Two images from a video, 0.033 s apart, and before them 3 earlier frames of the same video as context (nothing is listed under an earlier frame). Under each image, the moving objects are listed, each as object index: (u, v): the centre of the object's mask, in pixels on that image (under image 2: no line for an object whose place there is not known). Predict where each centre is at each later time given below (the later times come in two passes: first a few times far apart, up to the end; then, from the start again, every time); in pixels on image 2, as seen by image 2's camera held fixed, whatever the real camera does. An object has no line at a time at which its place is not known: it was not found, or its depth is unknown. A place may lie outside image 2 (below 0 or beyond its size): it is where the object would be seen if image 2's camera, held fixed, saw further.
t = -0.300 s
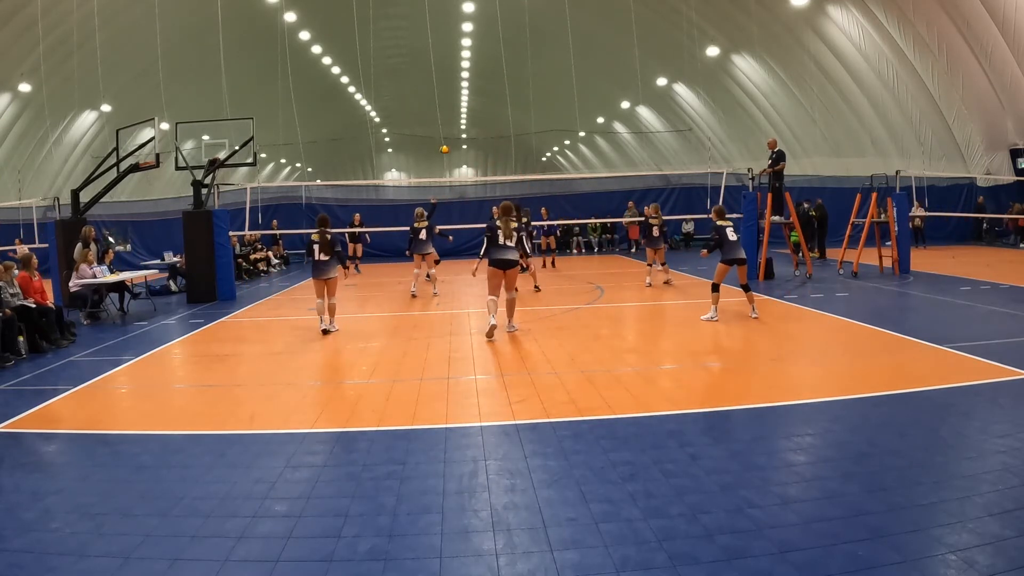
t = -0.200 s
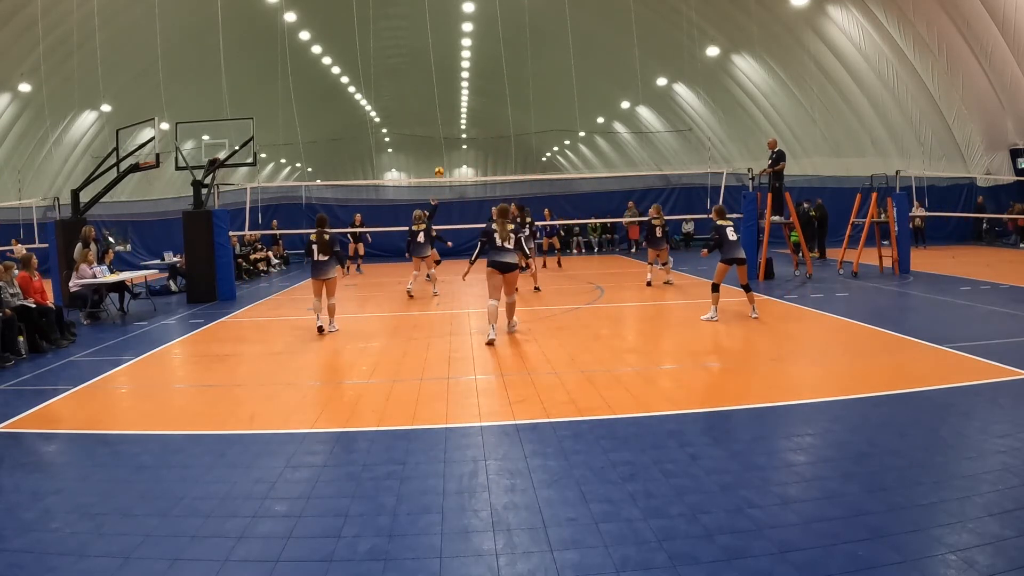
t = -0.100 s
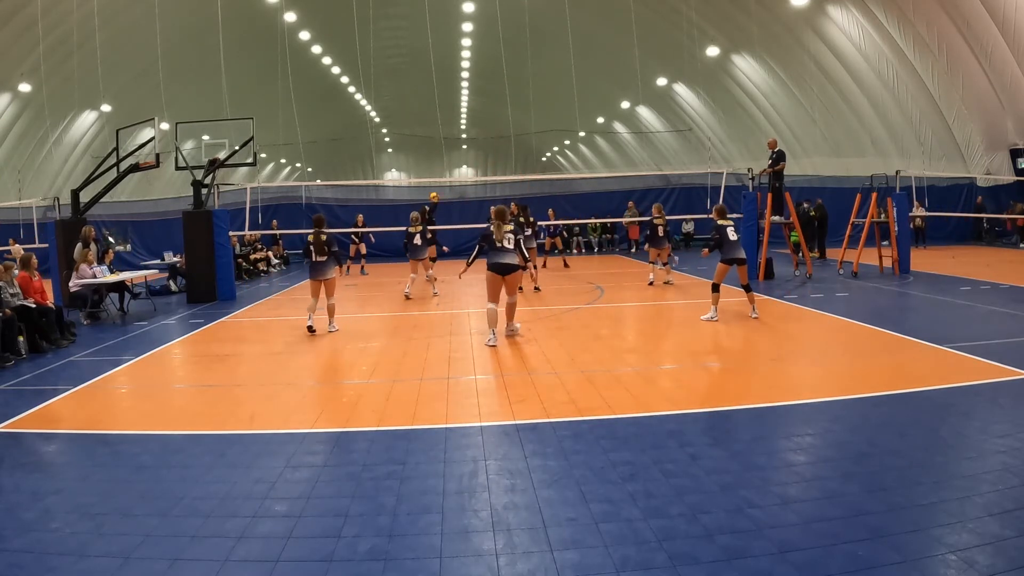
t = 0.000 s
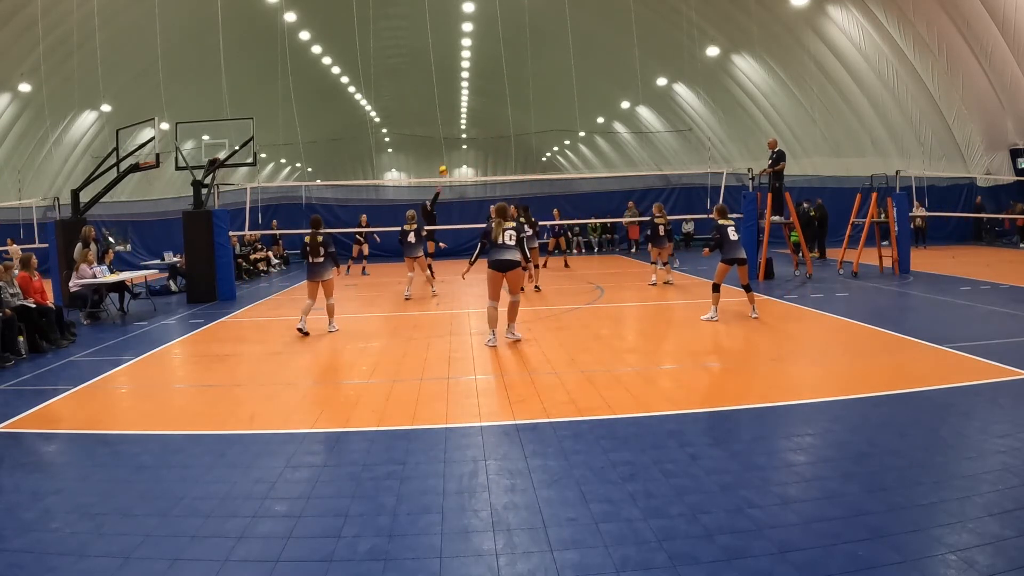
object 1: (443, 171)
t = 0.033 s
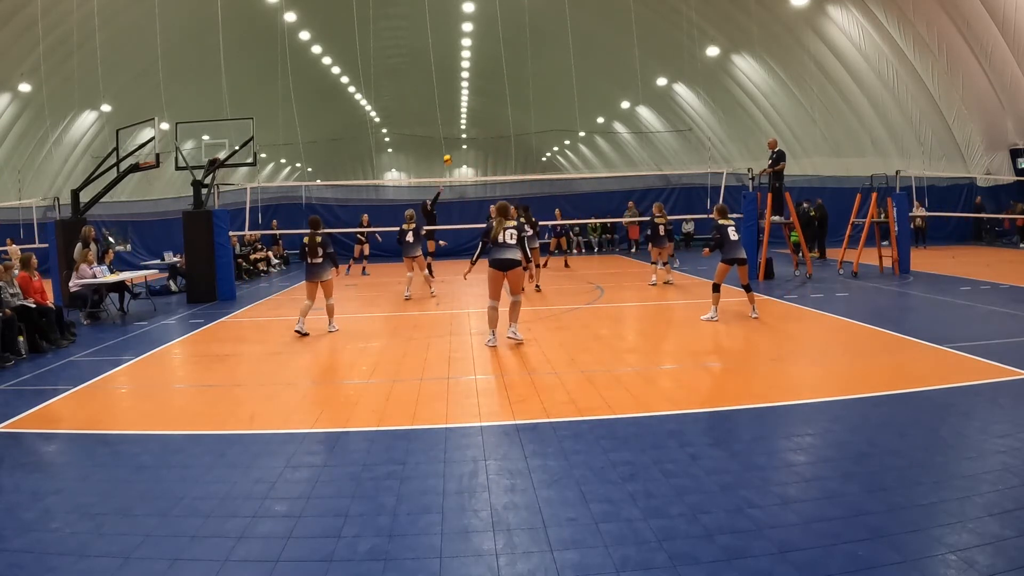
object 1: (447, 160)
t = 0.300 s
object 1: (482, 91)
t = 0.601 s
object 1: (520, 54)
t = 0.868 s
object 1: (554, 54)
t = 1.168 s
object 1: (593, 92)
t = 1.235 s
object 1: (601, 105)
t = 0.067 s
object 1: (452, 149)
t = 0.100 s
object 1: (456, 139)
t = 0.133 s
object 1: (460, 130)
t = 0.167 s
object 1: (465, 121)
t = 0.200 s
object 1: (469, 113)
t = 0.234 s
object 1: (473, 105)
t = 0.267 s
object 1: (477, 98)
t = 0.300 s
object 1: (482, 91)
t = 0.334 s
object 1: (486, 85)
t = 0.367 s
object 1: (490, 79)
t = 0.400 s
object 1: (494, 74)
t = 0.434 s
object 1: (498, 70)
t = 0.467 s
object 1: (503, 66)
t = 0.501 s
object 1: (507, 62)
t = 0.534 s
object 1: (511, 59)
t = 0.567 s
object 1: (516, 56)
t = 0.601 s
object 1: (520, 54)
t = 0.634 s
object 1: (524, 53)
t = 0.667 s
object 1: (528, 52)
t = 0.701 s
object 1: (533, 51)
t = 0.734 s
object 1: (537, 51)
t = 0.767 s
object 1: (541, 51)
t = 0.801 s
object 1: (546, 52)
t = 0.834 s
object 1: (550, 52)
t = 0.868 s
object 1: (554, 54)
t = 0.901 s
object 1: (558, 57)
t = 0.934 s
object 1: (563, 59)
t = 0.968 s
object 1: (567, 62)
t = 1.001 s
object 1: (571, 66)
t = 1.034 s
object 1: (576, 70)
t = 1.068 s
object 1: (580, 75)
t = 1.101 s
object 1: (585, 80)
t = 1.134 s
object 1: (589, 85)
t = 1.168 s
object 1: (593, 92)
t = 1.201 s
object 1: (597, 98)
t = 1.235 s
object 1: (601, 105)
